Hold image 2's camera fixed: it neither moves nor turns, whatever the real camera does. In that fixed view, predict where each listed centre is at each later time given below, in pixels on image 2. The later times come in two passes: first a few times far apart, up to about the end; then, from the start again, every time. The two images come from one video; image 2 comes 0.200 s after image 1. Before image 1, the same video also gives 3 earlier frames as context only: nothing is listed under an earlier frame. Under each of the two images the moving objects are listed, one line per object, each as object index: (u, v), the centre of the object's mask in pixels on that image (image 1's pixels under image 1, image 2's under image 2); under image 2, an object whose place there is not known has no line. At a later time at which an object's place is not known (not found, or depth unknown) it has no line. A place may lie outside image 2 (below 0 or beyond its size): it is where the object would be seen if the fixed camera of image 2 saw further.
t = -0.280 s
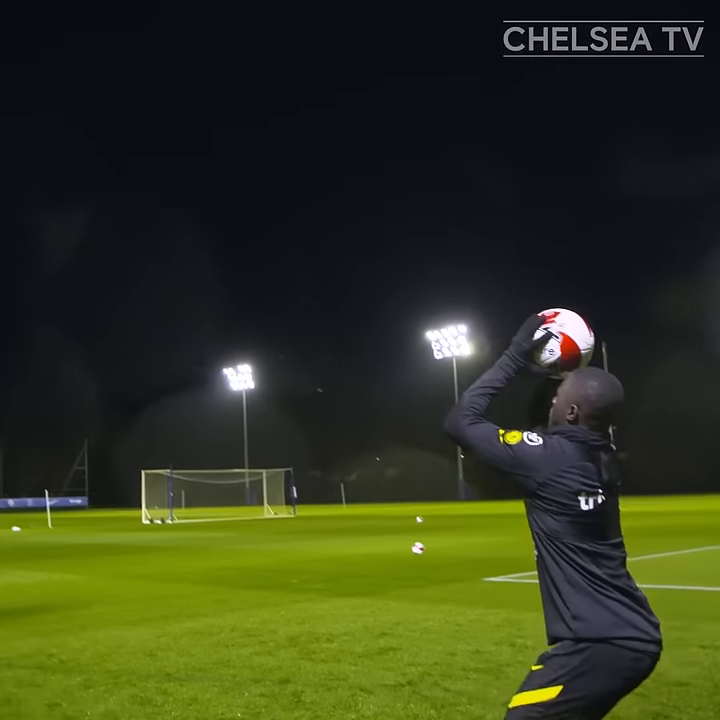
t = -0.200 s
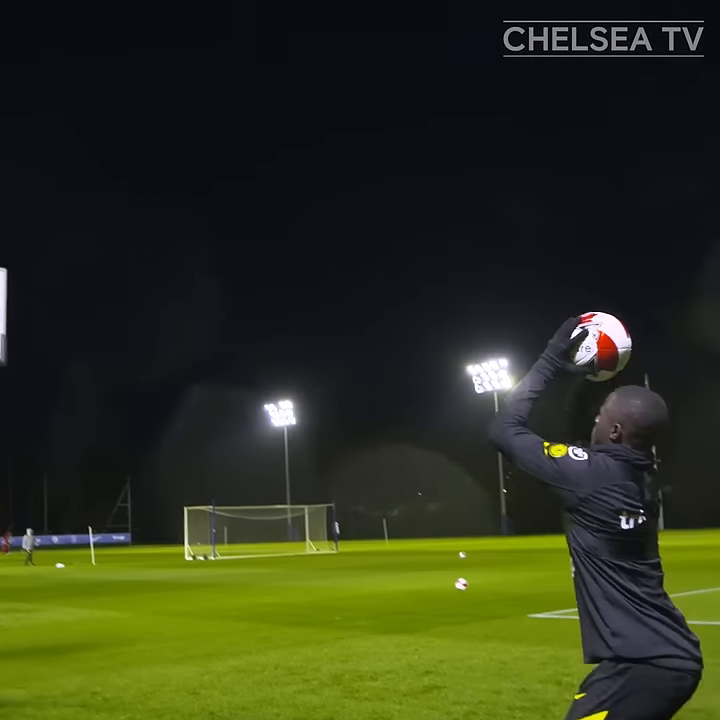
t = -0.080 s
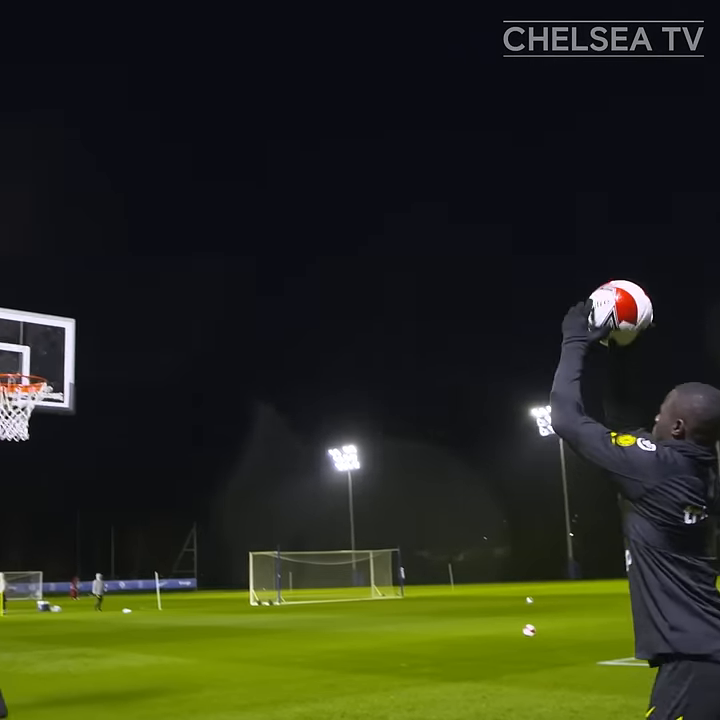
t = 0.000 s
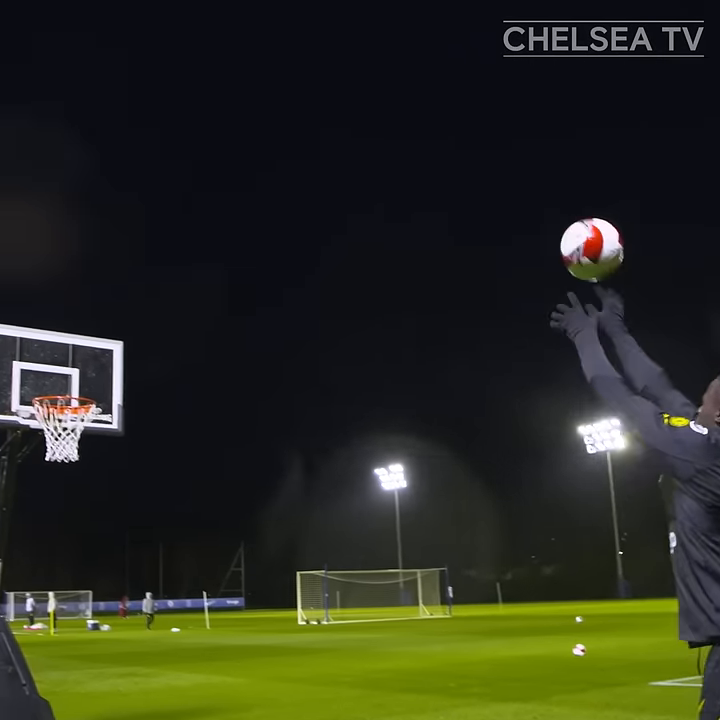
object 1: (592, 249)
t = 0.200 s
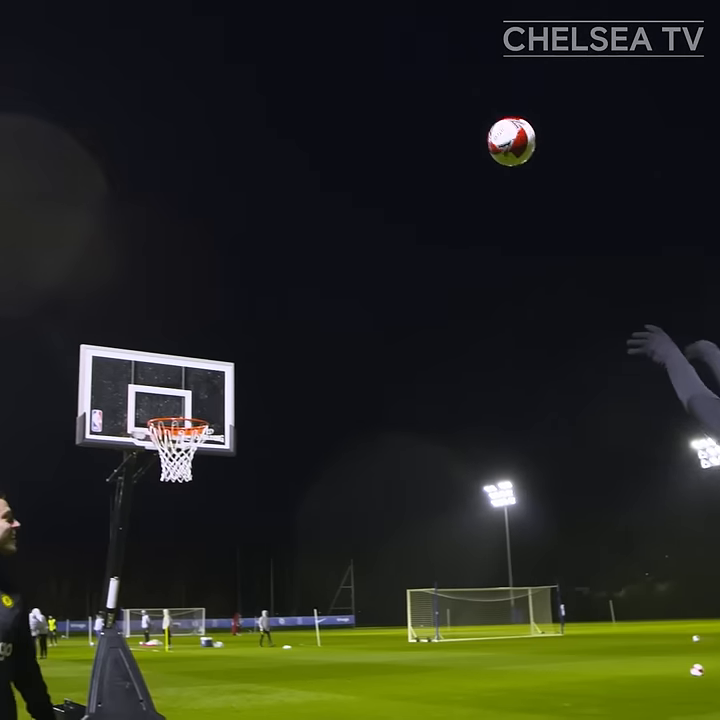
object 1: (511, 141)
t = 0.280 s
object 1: (459, 124)
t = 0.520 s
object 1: (341, 146)
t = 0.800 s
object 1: (250, 262)
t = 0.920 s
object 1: (218, 333)
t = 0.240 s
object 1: (484, 131)
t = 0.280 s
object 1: (459, 124)
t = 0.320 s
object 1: (436, 121)
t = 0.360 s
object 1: (415, 122)
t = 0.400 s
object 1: (394, 124)
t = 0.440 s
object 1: (375, 129)
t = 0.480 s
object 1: (358, 136)
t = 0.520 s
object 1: (341, 146)
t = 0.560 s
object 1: (326, 157)
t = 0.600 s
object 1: (311, 171)
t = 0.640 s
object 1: (298, 186)
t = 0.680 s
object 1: (285, 203)
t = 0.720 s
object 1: (273, 221)
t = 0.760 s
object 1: (261, 240)
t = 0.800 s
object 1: (250, 262)
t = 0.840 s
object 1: (239, 284)
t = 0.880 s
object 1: (229, 307)
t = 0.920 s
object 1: (218, 333)
